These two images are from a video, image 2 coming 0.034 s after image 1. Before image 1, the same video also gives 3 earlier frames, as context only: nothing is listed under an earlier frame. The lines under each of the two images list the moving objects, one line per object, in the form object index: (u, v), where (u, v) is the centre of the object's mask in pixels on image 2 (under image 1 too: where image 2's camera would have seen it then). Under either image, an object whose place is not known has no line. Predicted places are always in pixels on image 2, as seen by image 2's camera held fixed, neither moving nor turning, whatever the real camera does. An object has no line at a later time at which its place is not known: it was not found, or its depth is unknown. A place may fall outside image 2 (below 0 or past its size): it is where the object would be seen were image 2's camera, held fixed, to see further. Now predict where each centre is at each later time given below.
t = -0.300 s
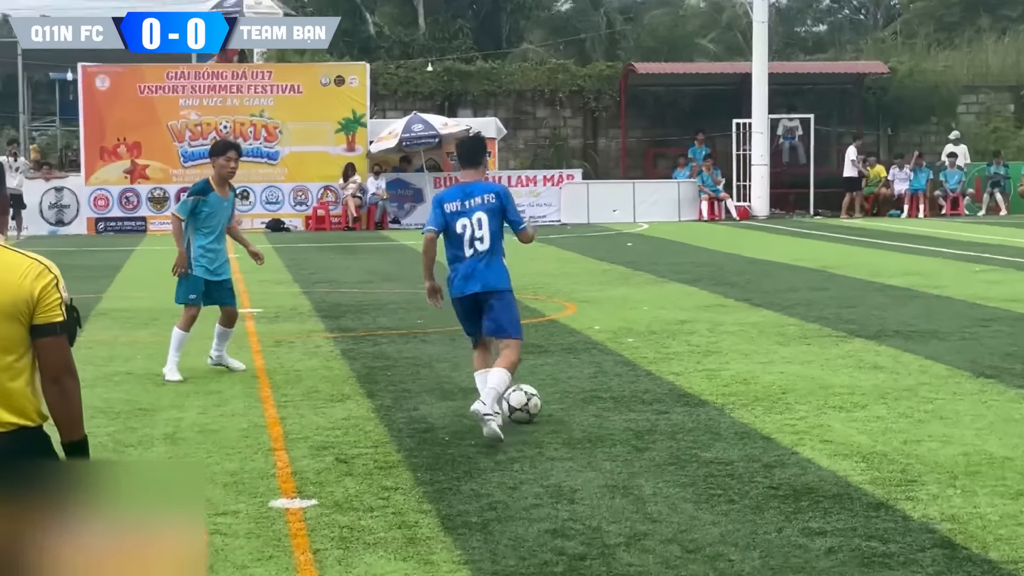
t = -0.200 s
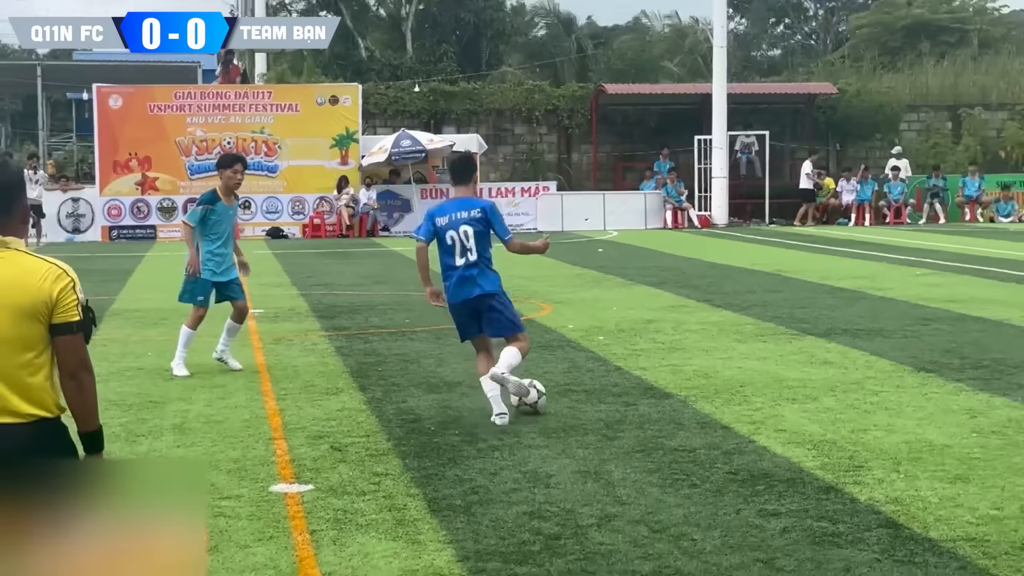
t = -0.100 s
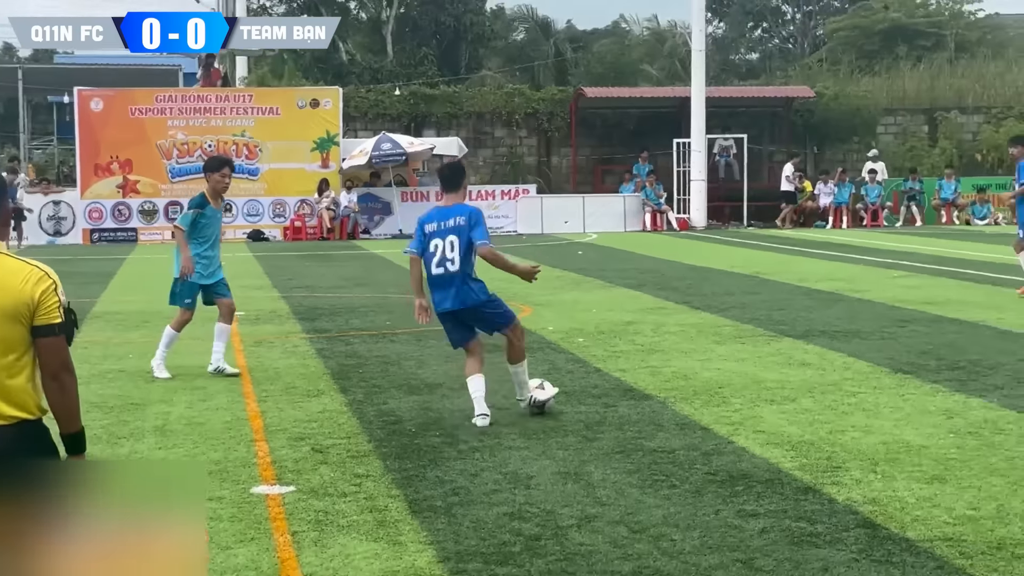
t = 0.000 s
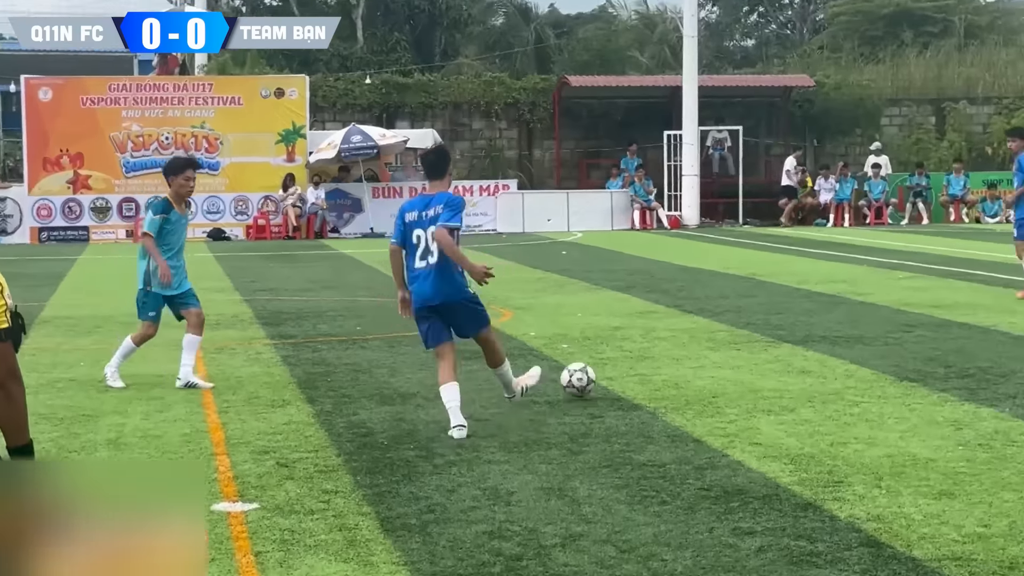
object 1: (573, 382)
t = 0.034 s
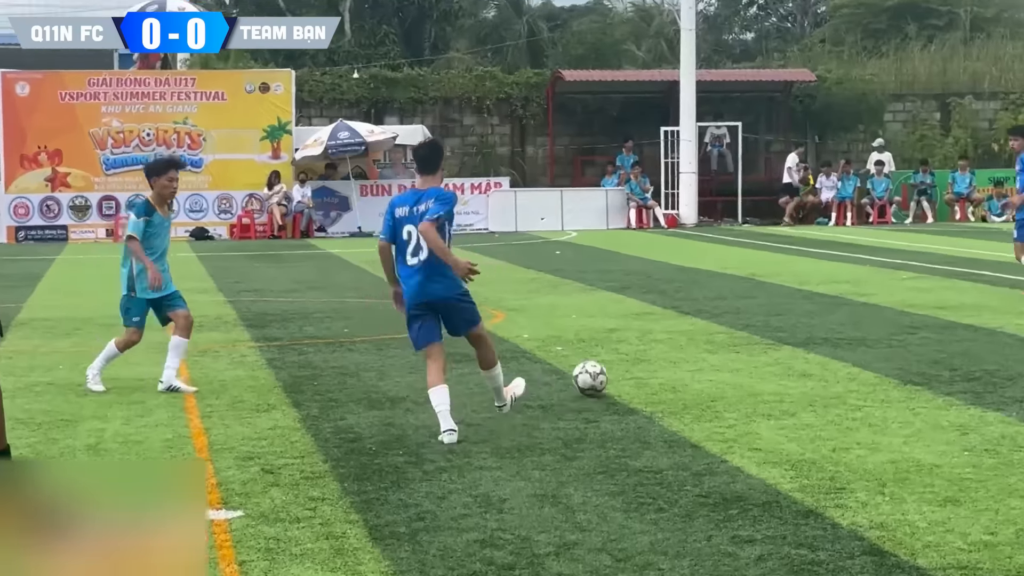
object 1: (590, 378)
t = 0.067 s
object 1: (606, 373)
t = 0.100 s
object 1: (620, 364)
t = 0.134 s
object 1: (633, 358)
